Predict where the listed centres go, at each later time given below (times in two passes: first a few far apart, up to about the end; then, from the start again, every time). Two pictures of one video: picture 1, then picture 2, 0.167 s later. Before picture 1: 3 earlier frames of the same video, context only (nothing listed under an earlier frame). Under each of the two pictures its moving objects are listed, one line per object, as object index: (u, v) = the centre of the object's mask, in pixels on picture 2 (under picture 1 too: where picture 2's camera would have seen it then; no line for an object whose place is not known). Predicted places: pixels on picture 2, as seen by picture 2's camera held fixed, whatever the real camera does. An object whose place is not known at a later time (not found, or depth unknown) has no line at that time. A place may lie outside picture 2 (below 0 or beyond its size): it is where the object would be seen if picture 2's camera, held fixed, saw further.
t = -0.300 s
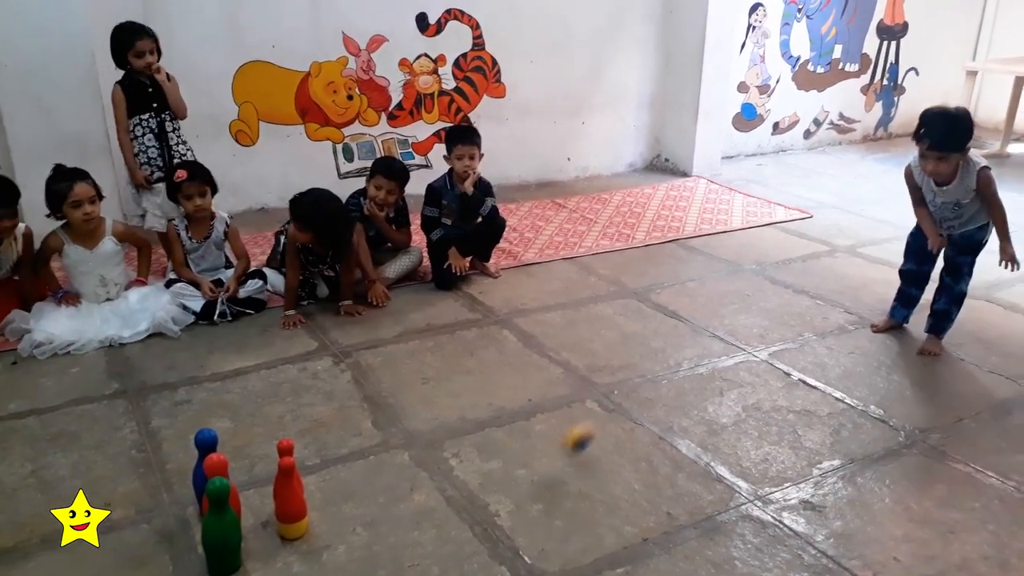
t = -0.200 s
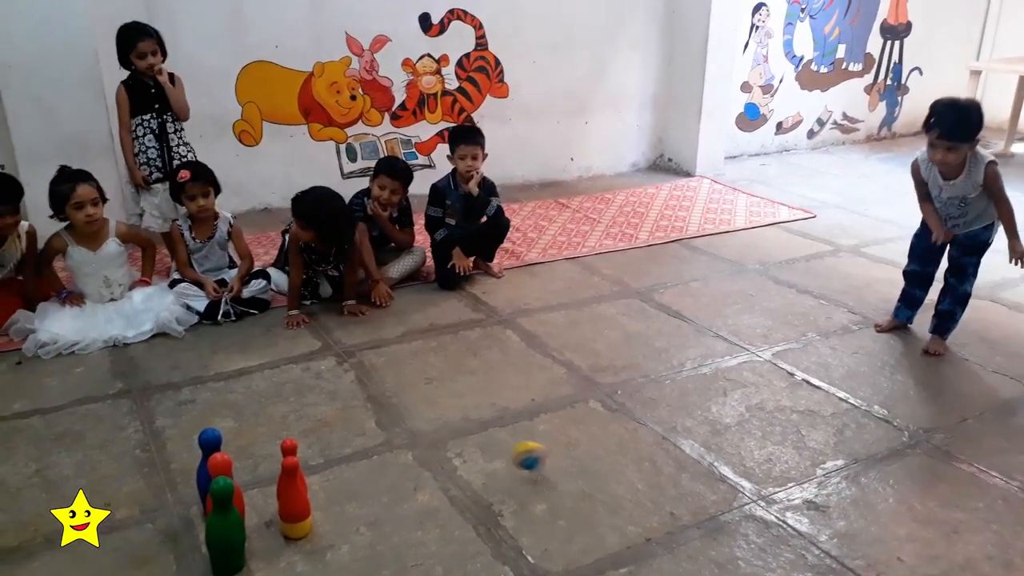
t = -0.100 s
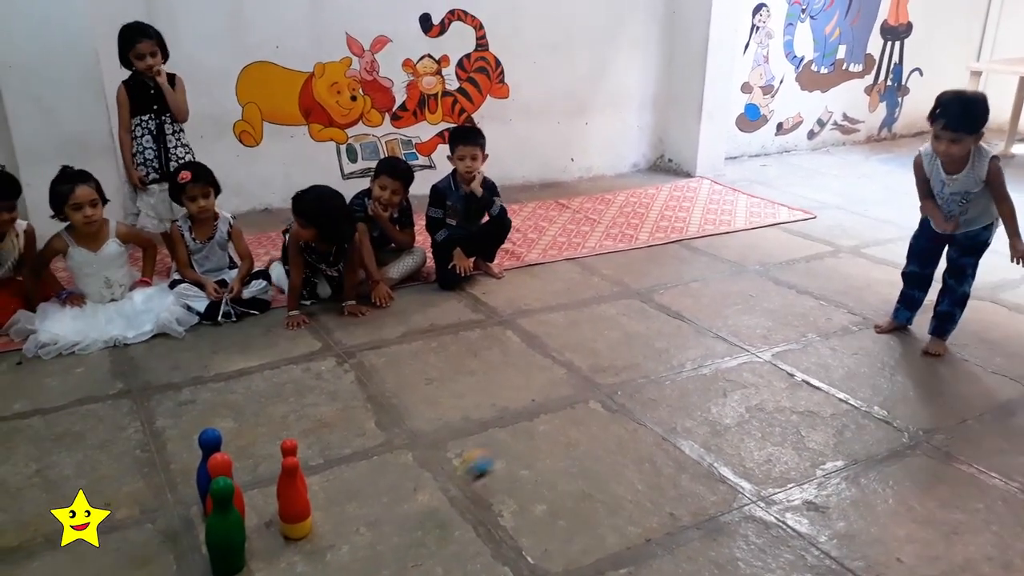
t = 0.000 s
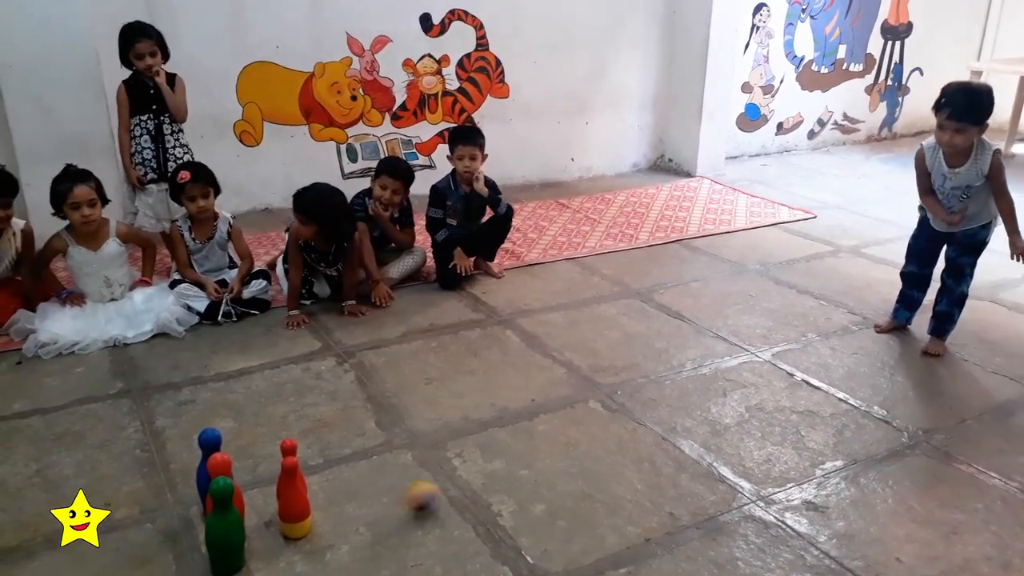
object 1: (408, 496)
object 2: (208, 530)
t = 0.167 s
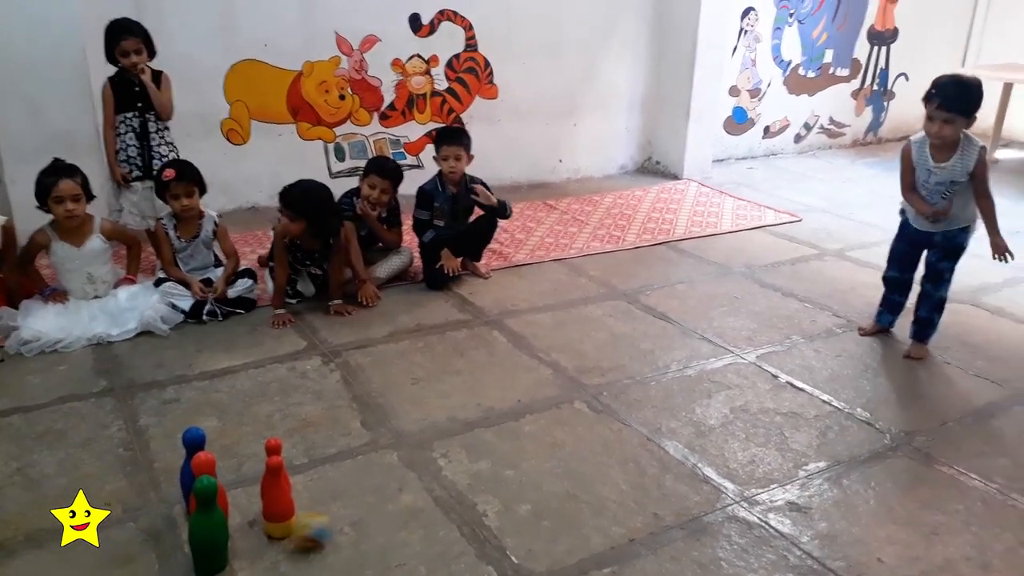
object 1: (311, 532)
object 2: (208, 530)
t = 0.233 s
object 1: (272, 533)
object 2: (208, 530)
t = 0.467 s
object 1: (279, 565)
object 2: (193, 529)
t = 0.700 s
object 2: (201, 529)
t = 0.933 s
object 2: (213, 529)
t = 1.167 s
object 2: (220, 527)
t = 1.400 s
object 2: (254, 535)
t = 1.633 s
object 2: (287, 537)
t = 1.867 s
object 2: (289, 537)
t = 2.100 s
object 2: (292, 537)
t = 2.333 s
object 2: (294, 538)
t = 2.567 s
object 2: (294, 537)
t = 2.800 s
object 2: (294, 536)
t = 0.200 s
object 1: (291, 530)
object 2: (208, 530)
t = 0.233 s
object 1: (272, 533)
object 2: (208, 530)
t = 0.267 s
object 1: (253, 541)
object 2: (208, 530)
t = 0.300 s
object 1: (249, 546)
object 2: (204, 530)
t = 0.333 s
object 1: (256, 554)
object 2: (200, 530)
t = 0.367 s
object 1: (262, 555)
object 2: (198, 530)
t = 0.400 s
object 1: (267, 557)
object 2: (196, 529)
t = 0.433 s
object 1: (273, 563)
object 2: (194, 528)
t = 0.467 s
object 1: (279, 565)
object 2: (193, 529)
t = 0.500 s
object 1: (284, 570)
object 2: (192, 529)
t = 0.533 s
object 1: (290, 572)
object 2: (192, 530)
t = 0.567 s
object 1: (296, 574)
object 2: (193, 530)
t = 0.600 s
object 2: (194, 530)
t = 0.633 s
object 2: (196, 530)
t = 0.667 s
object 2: (198, 530)
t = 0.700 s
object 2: (201, 529)
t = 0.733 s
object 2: (203, 528)
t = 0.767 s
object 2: (206, 528)
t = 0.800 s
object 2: (208, 528)
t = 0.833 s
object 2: (210, 528)
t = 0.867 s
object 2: (211, 528)
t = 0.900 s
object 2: (212, 528)
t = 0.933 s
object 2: (213, 529)
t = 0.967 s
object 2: (214, 528)
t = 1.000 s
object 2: (214, 528)
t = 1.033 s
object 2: (215, 529)
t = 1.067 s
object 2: (216, 528)
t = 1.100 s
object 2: (217, 528)
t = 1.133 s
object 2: (218, 528)
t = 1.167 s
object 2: (220, 527)
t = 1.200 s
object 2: (222, 527)
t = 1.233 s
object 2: (225, 526)
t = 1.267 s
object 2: (229, 526)
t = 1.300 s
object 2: (233, 526)
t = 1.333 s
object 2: (239, 527)
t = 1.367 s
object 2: (246, 530)
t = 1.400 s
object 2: (254, 535)
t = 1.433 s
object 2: (263, 539)
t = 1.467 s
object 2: (270, 534)
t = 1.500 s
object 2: (273, 527)
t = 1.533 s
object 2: (277, 525)
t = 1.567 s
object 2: (281, 527)
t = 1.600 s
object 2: (284, 534)
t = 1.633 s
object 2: (287, 537)
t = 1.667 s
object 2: (286, 535)
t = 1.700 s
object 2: (286, 533)
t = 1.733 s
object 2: (285, 534)
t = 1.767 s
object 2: (285, 537)
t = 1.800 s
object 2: (286, 536)
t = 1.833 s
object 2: (289, 537)
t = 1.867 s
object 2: (289, 537)
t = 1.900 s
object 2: (287, 537)
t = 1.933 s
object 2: (286, 537)
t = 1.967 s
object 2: (286, 537)
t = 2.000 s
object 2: (287, 538)
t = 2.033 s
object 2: (289, 538)
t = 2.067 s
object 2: (291, 538)
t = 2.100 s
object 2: (292, 537)
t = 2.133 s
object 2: (293, 537)
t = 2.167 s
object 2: (293, 537)
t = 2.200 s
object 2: (293, 538)
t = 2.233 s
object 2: (294, 538)
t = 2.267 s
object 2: (294, 538)
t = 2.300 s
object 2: (294, 538)
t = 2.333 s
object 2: (294, 538)
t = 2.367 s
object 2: (294, 538)
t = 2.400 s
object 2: (295, 537)
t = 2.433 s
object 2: (294, 537)
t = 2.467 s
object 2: (295, 537)
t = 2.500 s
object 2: (294, 537)
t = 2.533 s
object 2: (294, 537)
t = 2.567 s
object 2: (294, 537)
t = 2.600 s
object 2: (295, 537)
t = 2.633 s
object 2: (295, 537)
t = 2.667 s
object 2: (295, 536)
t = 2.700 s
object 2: (295, 536)
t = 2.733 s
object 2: (295, 536)
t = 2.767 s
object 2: (295, 536)
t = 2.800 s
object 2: (294, 536)
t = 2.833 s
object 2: (295, 536)
